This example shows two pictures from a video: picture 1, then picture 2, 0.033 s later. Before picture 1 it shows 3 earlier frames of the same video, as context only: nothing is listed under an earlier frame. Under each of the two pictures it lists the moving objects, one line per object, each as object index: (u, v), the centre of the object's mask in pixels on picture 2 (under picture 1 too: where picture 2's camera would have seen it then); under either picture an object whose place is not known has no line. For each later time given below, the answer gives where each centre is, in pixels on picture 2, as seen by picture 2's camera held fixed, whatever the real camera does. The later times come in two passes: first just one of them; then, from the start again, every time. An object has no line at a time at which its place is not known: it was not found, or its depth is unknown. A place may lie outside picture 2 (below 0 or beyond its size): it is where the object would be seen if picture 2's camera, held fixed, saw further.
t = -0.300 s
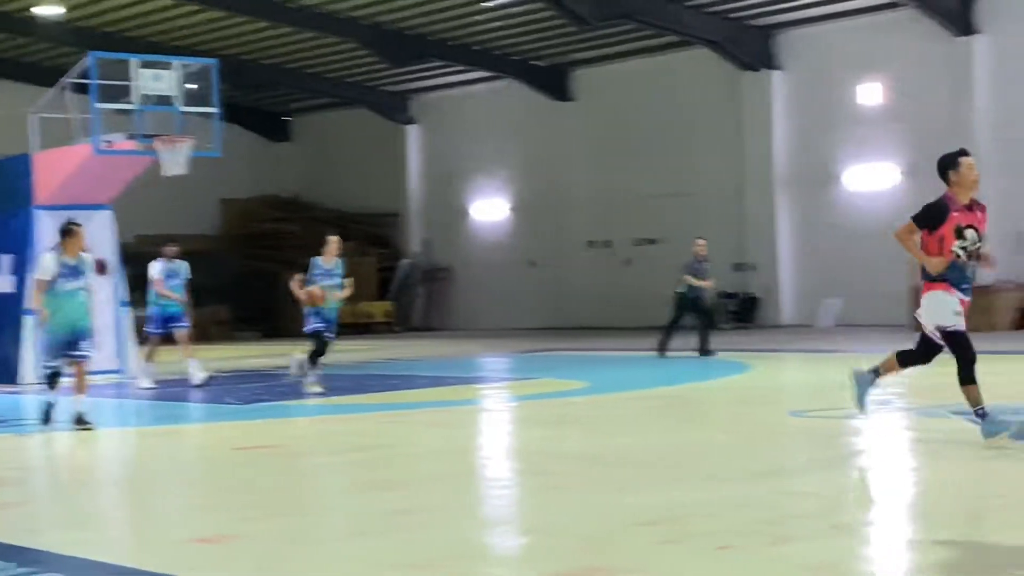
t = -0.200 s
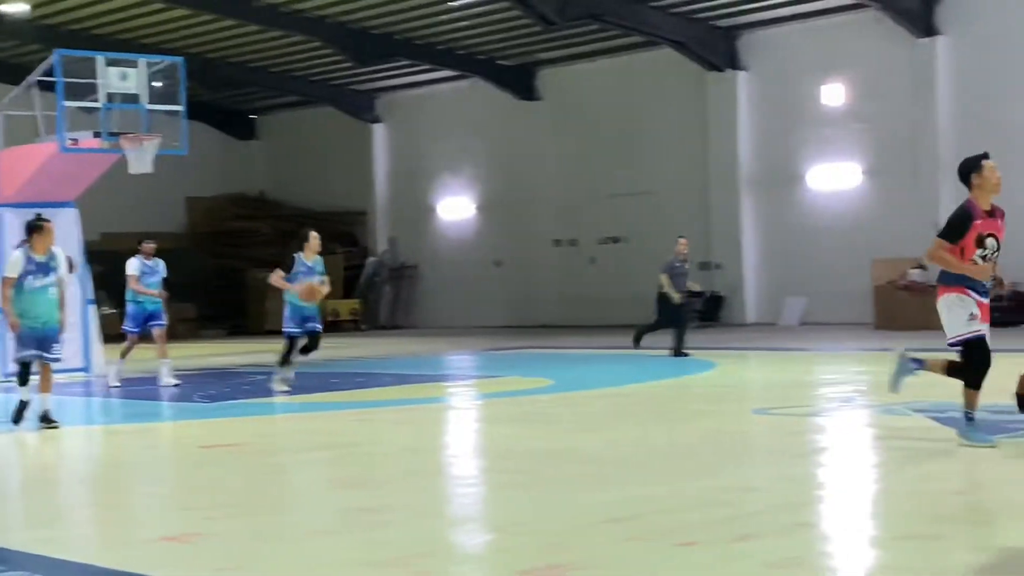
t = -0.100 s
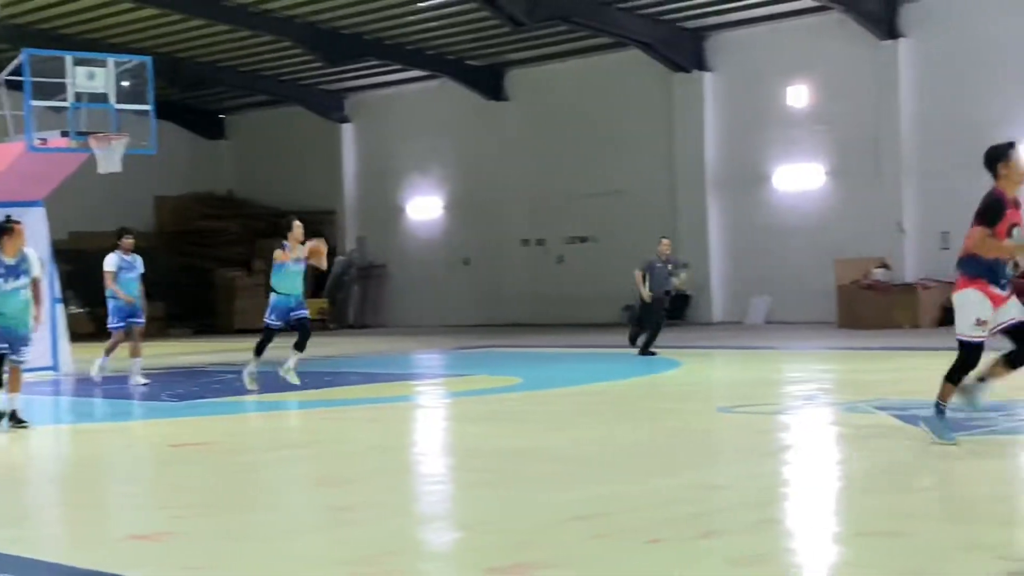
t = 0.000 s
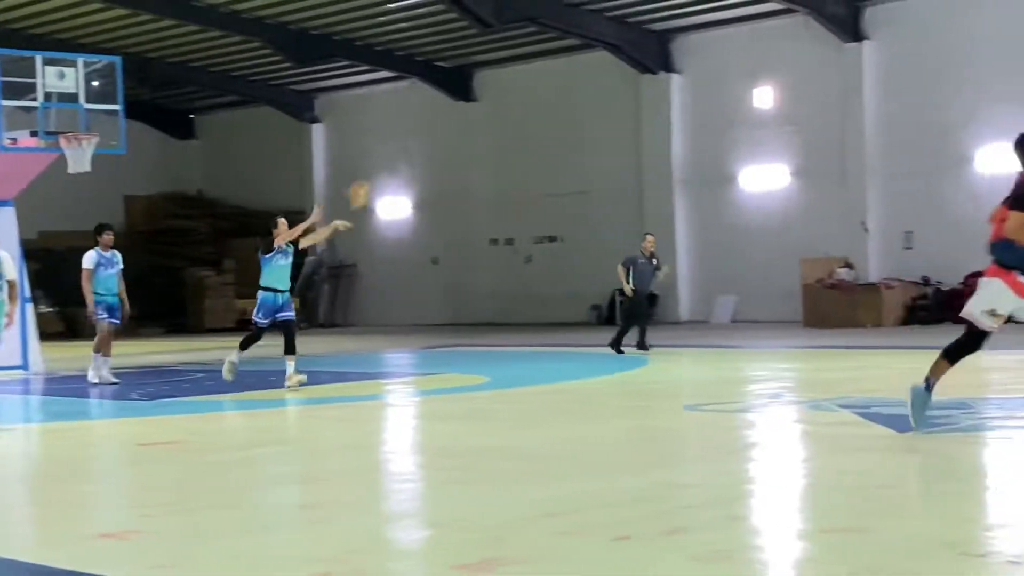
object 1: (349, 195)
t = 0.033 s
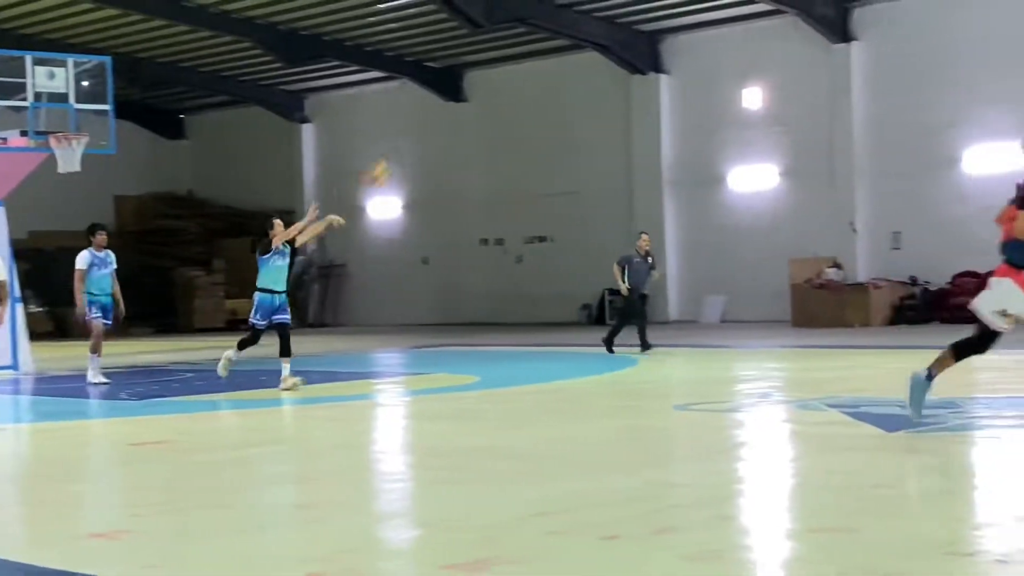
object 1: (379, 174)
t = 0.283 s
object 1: (596, 59)
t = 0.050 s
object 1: (393, 163)
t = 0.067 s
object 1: (408, 156)
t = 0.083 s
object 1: (421, 147)
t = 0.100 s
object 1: (436, 138)
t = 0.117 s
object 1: (451, 130)
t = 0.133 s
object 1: (465, 121)
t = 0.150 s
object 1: (479, 113)
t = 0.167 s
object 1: (494, 105)
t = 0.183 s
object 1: (508, 97)
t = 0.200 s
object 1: (523, 91)
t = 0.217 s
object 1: (537, 85)
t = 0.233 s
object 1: (552, 78)
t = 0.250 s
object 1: (567, 73)
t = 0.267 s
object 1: (581, 66)
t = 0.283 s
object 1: (596, 59)
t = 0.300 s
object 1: (612, 52)
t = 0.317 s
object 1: (626, 47)
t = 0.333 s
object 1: (642, 41)
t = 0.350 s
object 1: (657, 36)
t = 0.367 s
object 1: (672, 31)
